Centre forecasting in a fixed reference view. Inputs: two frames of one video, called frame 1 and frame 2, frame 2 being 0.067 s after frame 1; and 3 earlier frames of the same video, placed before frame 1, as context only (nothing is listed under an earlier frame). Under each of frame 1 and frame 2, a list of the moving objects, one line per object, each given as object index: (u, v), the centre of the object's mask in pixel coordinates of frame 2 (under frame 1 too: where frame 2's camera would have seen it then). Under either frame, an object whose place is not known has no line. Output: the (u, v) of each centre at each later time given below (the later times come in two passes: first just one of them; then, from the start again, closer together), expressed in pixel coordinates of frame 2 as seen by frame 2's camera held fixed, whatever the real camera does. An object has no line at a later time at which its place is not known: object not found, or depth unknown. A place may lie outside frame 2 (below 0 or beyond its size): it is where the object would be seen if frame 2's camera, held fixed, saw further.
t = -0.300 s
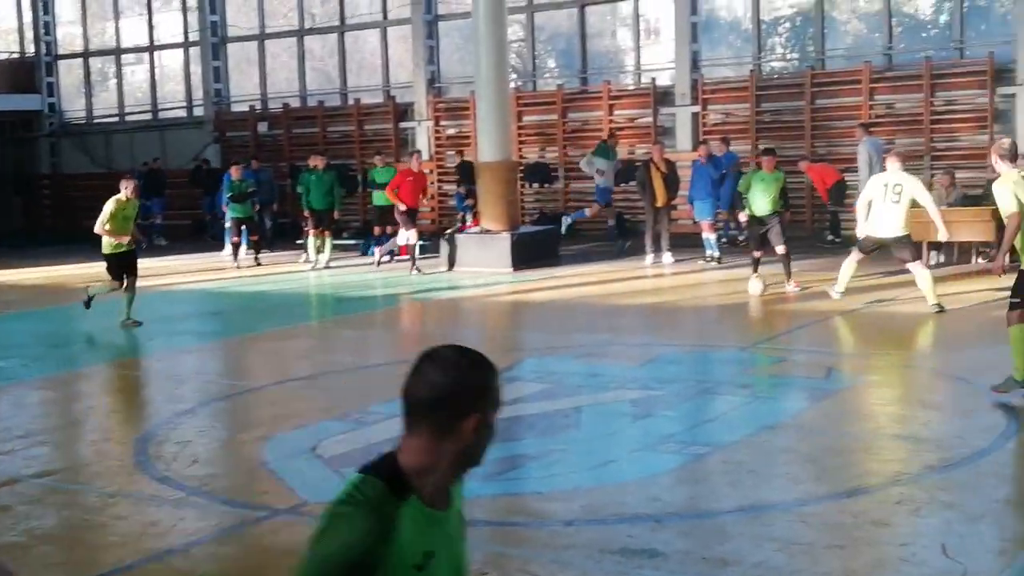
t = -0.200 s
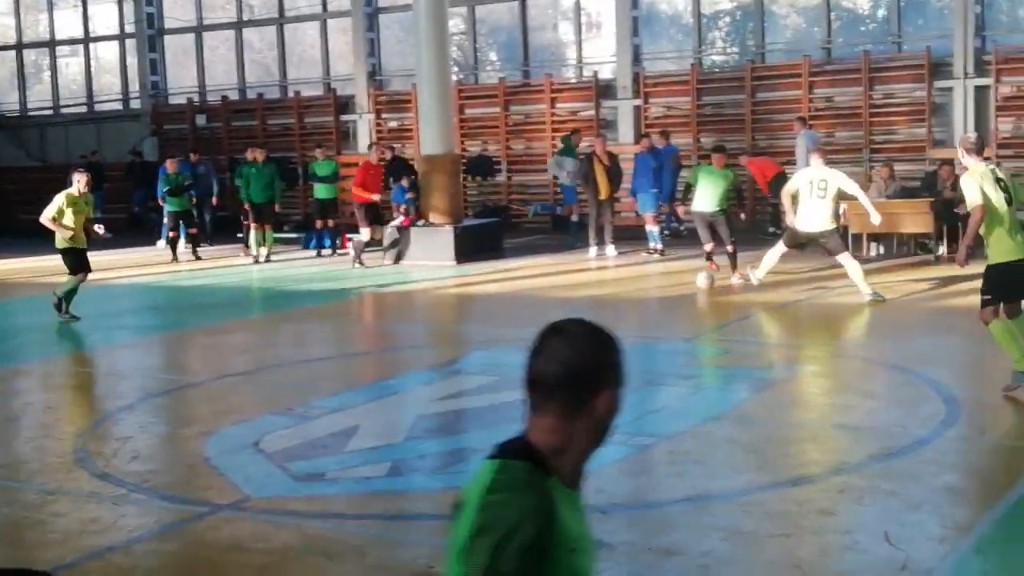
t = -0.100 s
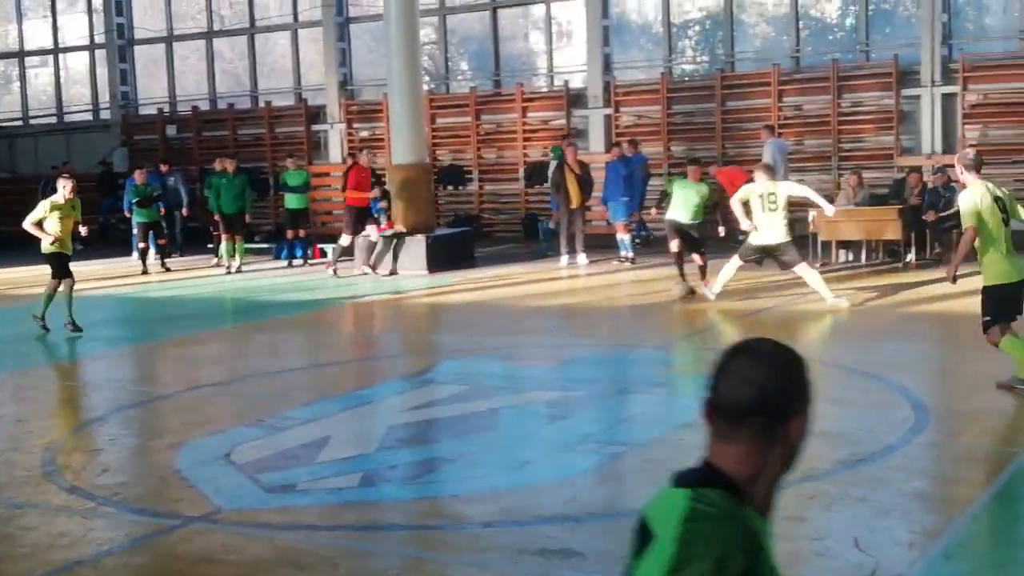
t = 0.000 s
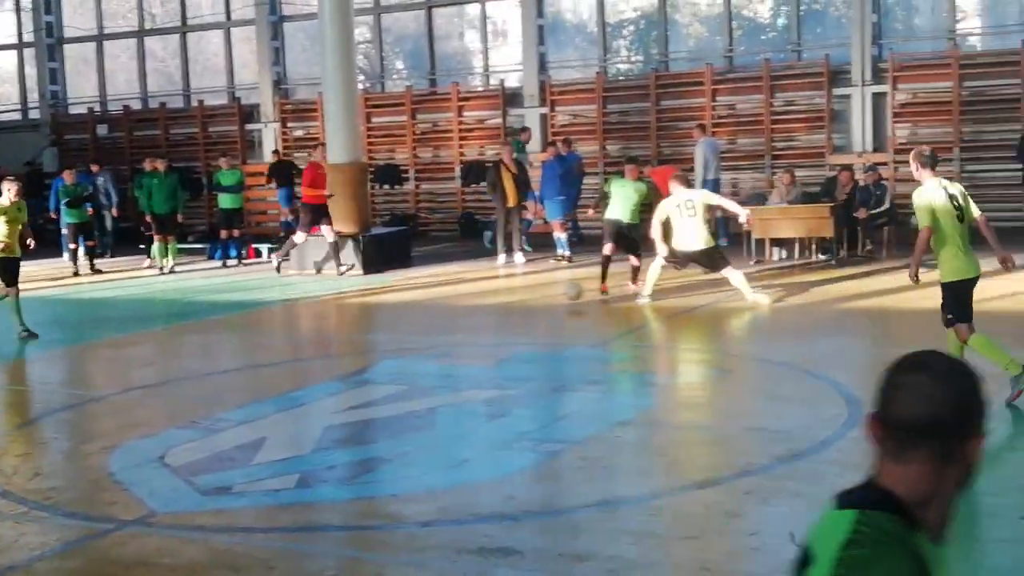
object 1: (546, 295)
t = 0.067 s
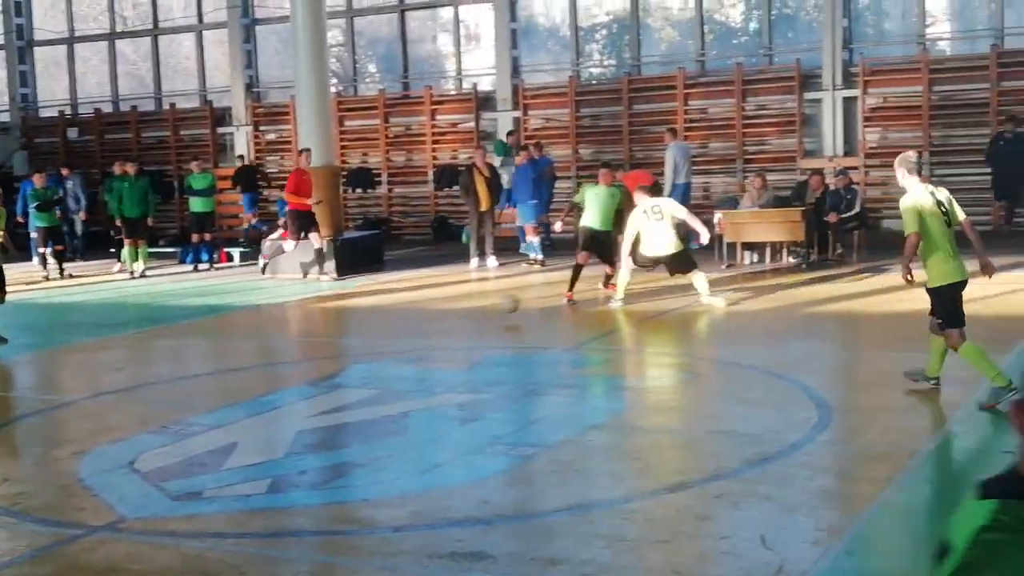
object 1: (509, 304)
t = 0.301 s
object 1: (366, 348)
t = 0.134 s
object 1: (471, 316)
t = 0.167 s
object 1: (450, 326)
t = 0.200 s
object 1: (429, 337)
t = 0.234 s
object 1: (409, 339)
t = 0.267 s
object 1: (387, 342)
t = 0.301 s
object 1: (366, 348)
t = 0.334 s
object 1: (342, 355)
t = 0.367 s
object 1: (320, 365)
